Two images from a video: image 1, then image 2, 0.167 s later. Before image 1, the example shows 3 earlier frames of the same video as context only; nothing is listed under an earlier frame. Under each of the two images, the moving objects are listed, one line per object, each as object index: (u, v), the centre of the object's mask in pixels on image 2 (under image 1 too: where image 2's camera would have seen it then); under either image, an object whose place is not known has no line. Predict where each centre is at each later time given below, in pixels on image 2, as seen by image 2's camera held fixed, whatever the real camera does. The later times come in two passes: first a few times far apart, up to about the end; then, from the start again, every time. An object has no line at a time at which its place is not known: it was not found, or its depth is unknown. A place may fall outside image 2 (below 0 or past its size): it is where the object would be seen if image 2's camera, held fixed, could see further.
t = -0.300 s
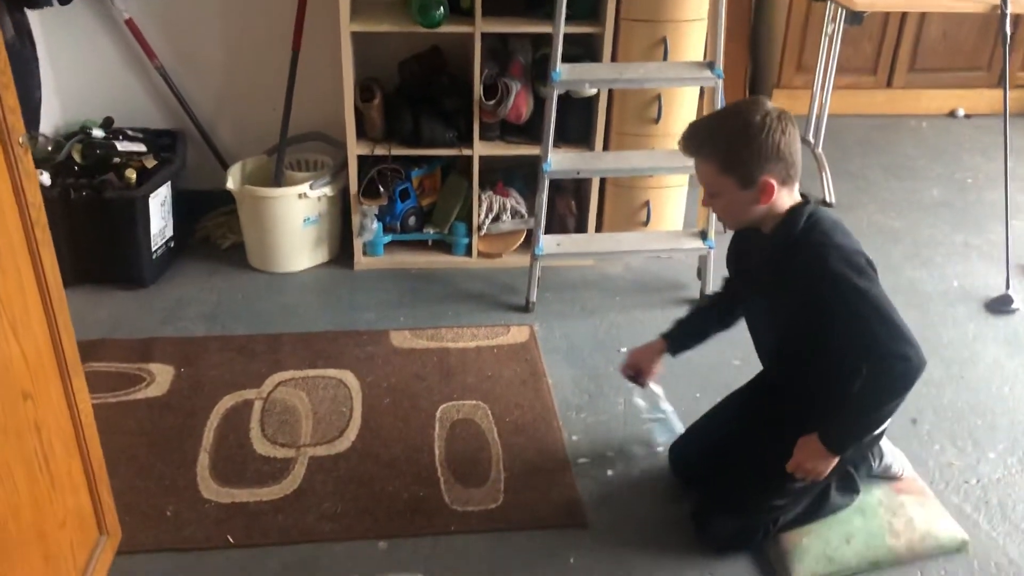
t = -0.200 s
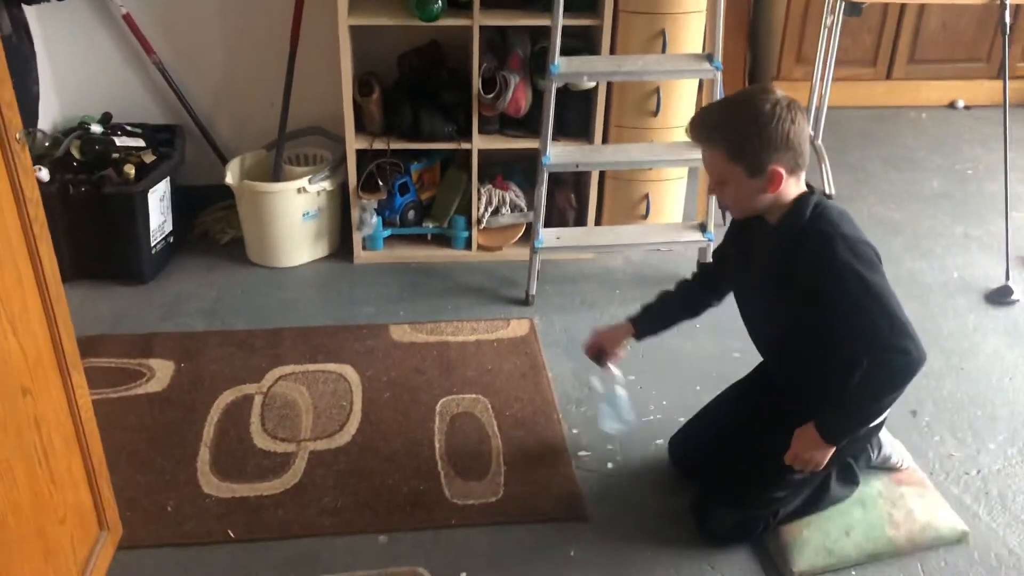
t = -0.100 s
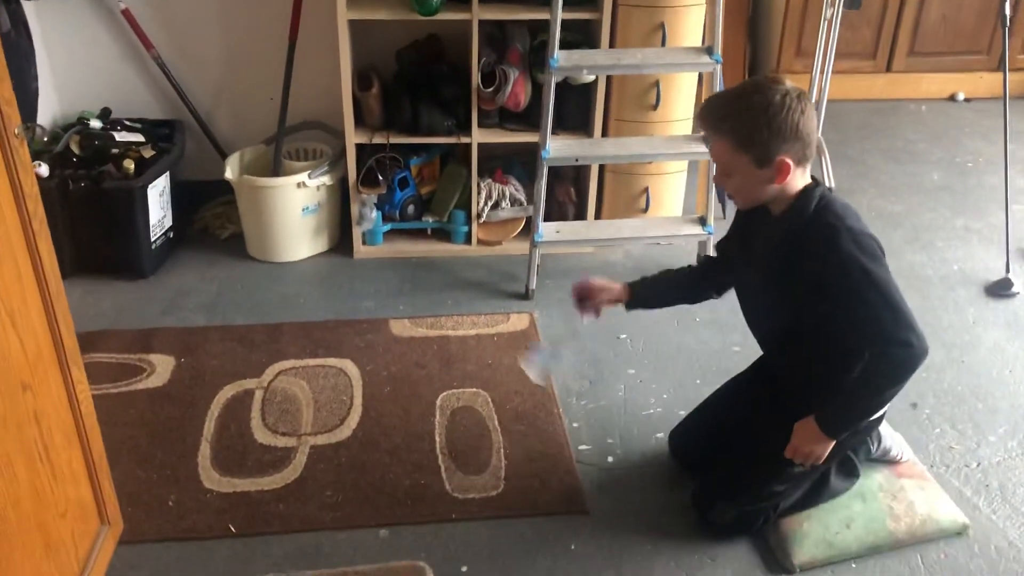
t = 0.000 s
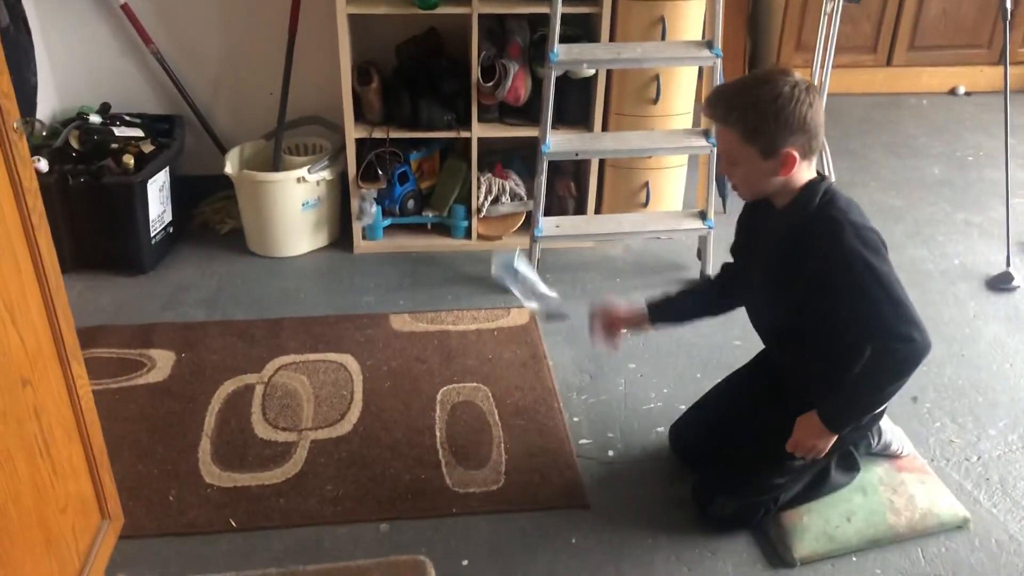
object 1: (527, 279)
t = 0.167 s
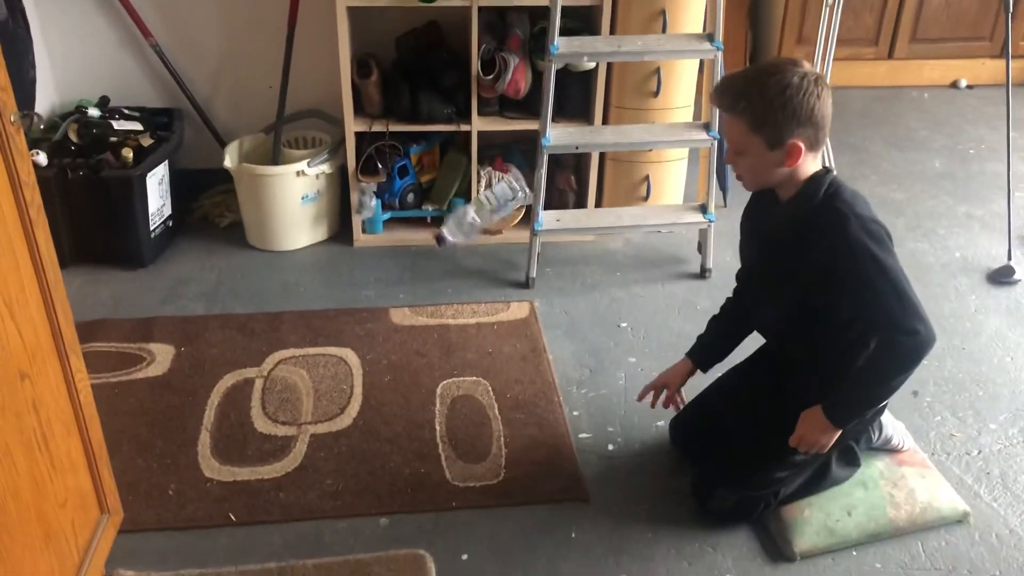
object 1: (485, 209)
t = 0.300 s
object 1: (462, 245)
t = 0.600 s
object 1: (408, 408)
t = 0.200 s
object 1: (479, 211)
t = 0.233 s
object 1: (476, 216)
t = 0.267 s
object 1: (467, 228)
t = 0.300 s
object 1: (462, 245)
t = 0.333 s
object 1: (458, 265)
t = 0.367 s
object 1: (452, 287)
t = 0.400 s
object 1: (447, 317)
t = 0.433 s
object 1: (444, 348)
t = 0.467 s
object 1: (441, 384)
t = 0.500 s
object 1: (430, 390)
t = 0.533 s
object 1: (421, 394)
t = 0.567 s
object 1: (414, 401)
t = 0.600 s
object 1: (408, 408)
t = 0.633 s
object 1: (404, 412)
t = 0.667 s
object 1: (399, 412)
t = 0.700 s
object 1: (396, 412)
